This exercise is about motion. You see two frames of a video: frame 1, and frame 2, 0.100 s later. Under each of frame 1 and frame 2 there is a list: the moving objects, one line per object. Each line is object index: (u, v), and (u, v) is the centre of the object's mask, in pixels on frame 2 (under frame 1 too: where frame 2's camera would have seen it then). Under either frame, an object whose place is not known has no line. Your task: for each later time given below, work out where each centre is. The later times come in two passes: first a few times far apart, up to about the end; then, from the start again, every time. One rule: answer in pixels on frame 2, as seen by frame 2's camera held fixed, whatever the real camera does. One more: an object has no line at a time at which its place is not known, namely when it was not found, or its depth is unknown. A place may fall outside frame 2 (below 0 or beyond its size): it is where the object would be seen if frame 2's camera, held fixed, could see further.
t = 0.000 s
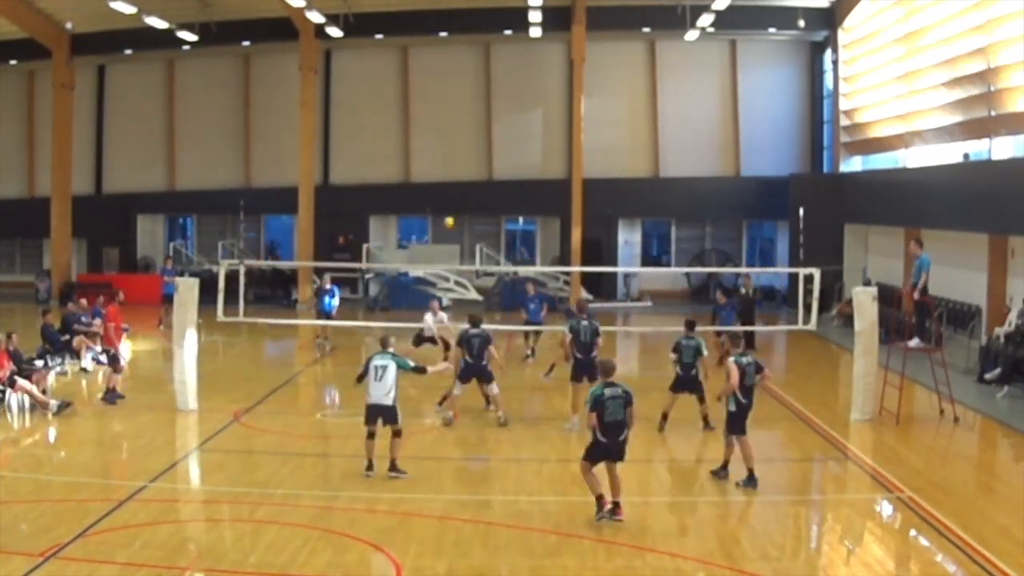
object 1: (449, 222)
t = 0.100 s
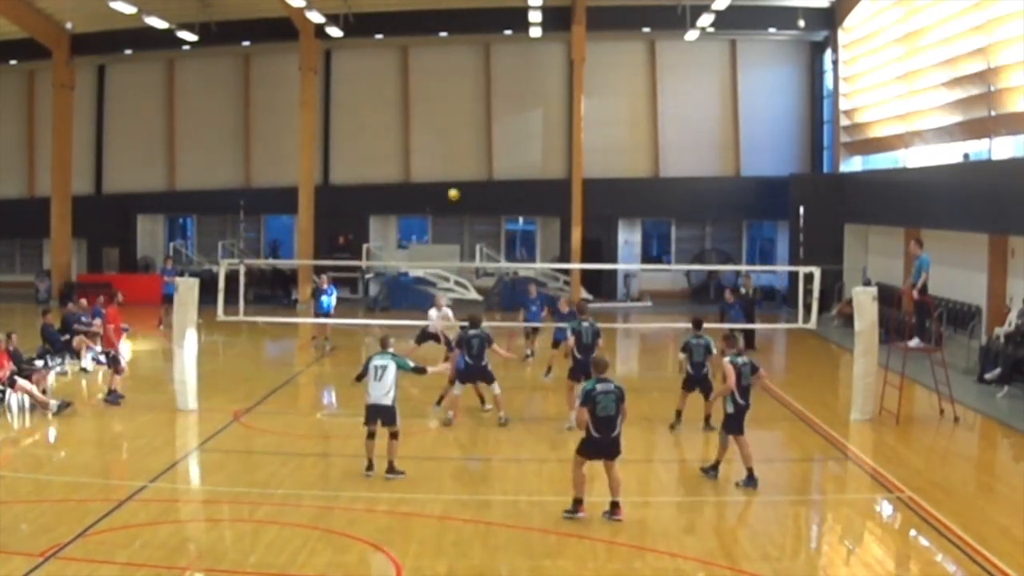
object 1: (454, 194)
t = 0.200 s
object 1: (458, 170)
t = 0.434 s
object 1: (469, 135)
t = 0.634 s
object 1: (476, 125)
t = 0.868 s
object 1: (487, 143)
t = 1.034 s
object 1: (495, 174)
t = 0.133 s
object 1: (455, 186)
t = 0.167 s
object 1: (457, 178)
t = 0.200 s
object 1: (458, 170)
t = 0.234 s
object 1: (460, 162)
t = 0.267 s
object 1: (461, 156)
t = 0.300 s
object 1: (463, 151)
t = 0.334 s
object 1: (463, 145)
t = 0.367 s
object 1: (465, 142)
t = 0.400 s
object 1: (467, 136)
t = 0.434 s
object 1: (469, 135)
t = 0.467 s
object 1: (469, 130)
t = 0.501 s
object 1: (471, 129)
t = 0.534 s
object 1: (472, 127)
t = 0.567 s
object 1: (474, 126)
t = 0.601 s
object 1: (476, 125)
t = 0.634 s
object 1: (476, 125)
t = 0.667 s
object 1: (477, 126)
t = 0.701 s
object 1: (480, 127)
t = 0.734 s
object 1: (482, 129)
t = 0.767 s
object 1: (482, 131)
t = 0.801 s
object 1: (484, 134)
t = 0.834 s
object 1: (486, 137)
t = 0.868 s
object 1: (487, 143)
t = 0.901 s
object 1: (488, 147)
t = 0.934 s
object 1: (489, 153)
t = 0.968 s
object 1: (491, 160)
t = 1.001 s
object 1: (491, 165)
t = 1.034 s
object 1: (495, 174)
